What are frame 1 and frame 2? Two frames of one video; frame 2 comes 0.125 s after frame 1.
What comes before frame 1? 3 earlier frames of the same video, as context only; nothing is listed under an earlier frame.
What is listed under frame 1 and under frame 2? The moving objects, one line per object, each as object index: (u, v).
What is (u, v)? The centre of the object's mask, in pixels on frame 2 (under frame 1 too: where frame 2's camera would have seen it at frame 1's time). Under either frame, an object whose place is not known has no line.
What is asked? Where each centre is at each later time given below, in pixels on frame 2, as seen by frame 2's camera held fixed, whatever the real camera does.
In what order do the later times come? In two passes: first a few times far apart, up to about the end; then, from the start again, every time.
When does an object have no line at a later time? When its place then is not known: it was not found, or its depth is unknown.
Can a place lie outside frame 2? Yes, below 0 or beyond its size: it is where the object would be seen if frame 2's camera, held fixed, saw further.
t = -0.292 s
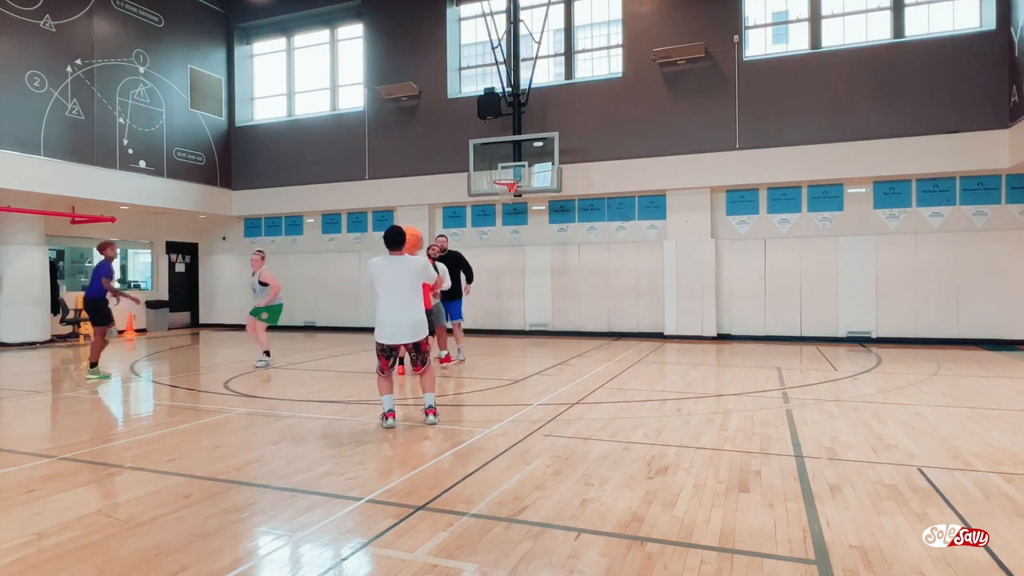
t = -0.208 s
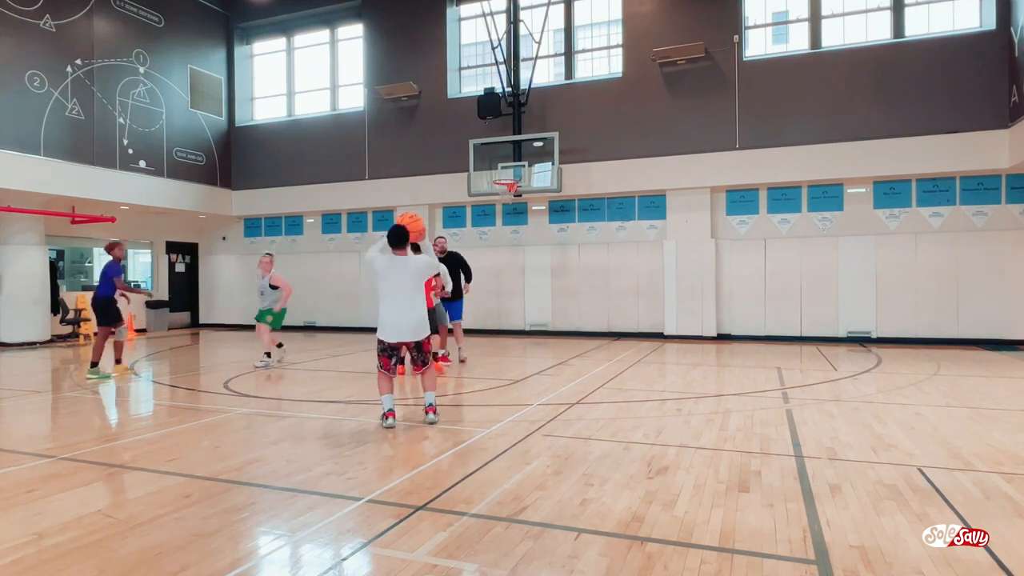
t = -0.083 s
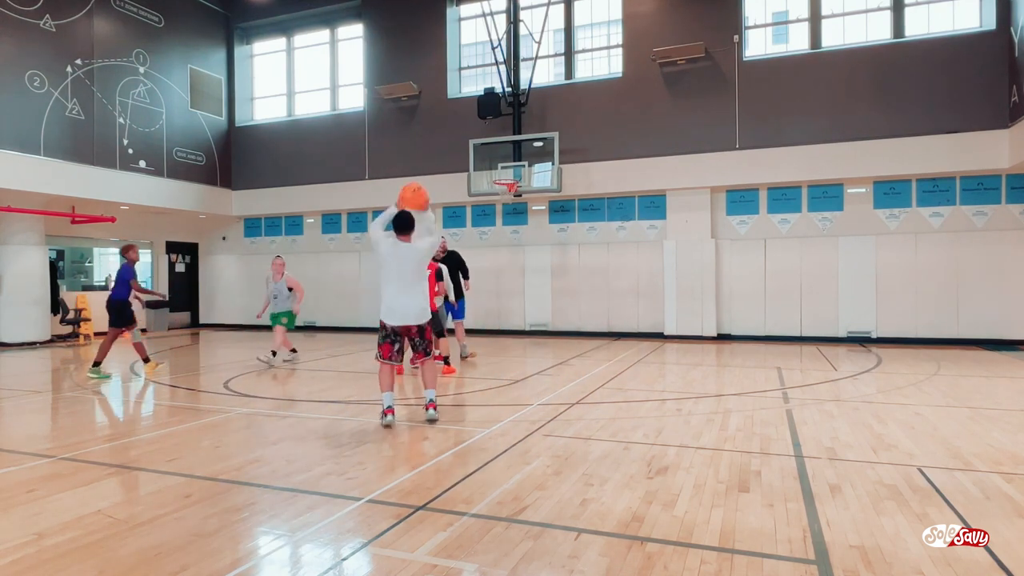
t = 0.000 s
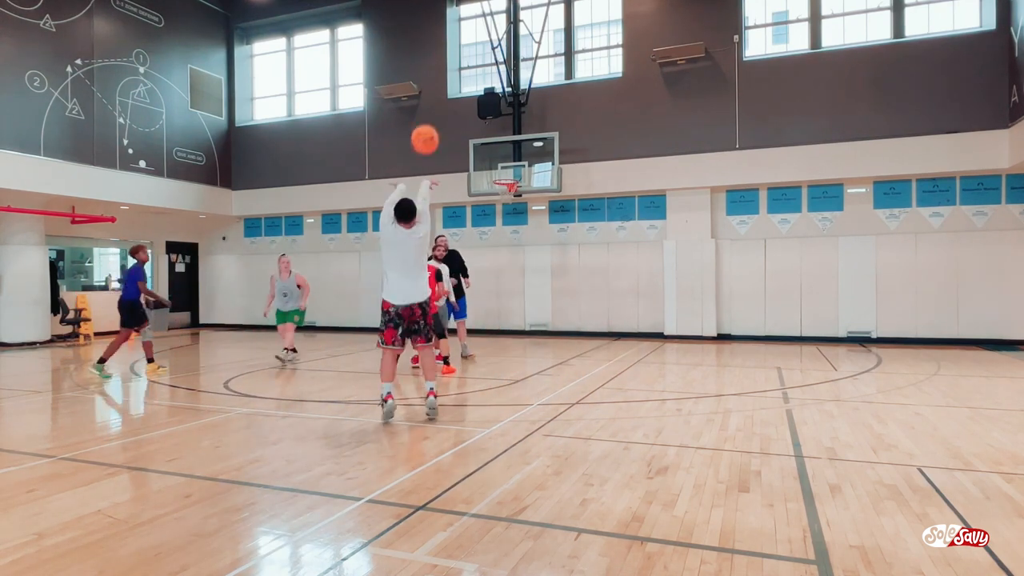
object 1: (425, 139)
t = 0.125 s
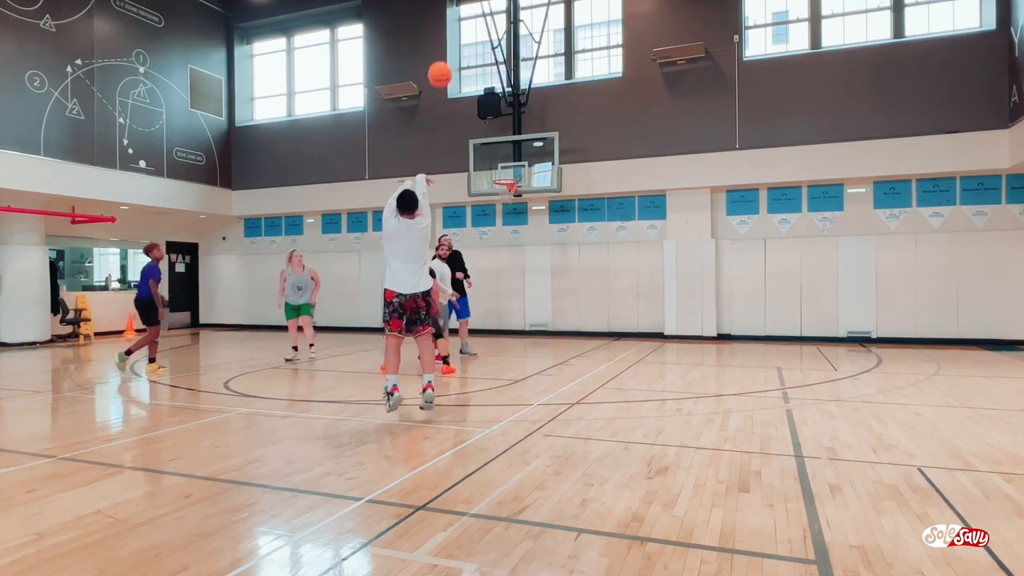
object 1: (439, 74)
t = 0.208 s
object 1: (448, 49)
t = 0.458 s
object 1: (470, 21)
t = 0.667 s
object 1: (484, 39)
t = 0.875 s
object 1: (495, 82)
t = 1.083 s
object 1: (505, 141)
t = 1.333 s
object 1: (496, 192)
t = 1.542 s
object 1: (494, 192)
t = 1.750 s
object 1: (490, 221)
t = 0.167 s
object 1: (443, 63)
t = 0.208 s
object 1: (448, 49)
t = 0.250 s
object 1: (452, 38)
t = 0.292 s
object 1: (455, 32)
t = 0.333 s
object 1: (460, 26)
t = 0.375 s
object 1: (463, 22)
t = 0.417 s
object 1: (466, 21)
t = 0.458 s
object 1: (470, 21)
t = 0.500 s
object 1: (472, 22)
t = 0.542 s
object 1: (476, 25)
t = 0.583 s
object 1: (479, 29)
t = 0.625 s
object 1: (481, 32)
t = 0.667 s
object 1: (484, 39)
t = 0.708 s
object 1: (487, 47)
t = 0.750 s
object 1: (489, 53)
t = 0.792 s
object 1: (491, 63)
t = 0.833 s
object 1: (493, 70)
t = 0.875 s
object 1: (495, 82)
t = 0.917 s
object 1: (498, 95)
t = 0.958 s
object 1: (500, 102)
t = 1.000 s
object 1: (502, 116)
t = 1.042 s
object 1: (504, 130)
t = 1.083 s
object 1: (505, 141)
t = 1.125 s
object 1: (507, 156)
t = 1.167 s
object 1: (508, 167)
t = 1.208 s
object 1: (506, 181)
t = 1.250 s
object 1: (504, 192)
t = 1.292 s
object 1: (499, 194)
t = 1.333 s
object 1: (496, 192)
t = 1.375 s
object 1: (496, 189)
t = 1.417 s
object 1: (496, 188)
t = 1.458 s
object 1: (495, 188)
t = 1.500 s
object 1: (495, 189)
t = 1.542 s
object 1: (494, 192)
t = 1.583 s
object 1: (493, 196)
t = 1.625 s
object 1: (493, 200)
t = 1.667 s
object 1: (491, 207)
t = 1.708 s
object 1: (491, 215)
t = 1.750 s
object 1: (490, 221)
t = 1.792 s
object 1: (489, 231)
